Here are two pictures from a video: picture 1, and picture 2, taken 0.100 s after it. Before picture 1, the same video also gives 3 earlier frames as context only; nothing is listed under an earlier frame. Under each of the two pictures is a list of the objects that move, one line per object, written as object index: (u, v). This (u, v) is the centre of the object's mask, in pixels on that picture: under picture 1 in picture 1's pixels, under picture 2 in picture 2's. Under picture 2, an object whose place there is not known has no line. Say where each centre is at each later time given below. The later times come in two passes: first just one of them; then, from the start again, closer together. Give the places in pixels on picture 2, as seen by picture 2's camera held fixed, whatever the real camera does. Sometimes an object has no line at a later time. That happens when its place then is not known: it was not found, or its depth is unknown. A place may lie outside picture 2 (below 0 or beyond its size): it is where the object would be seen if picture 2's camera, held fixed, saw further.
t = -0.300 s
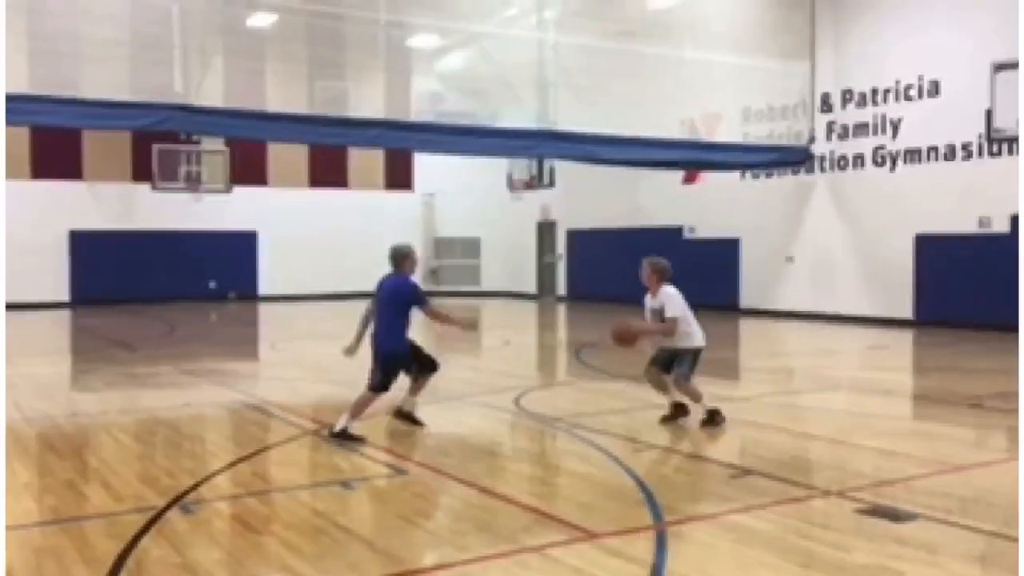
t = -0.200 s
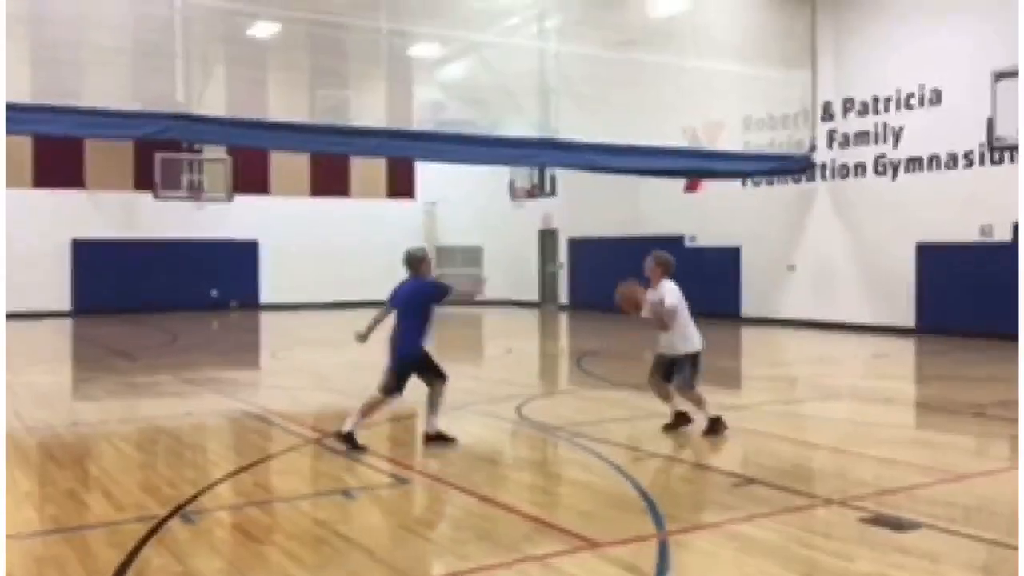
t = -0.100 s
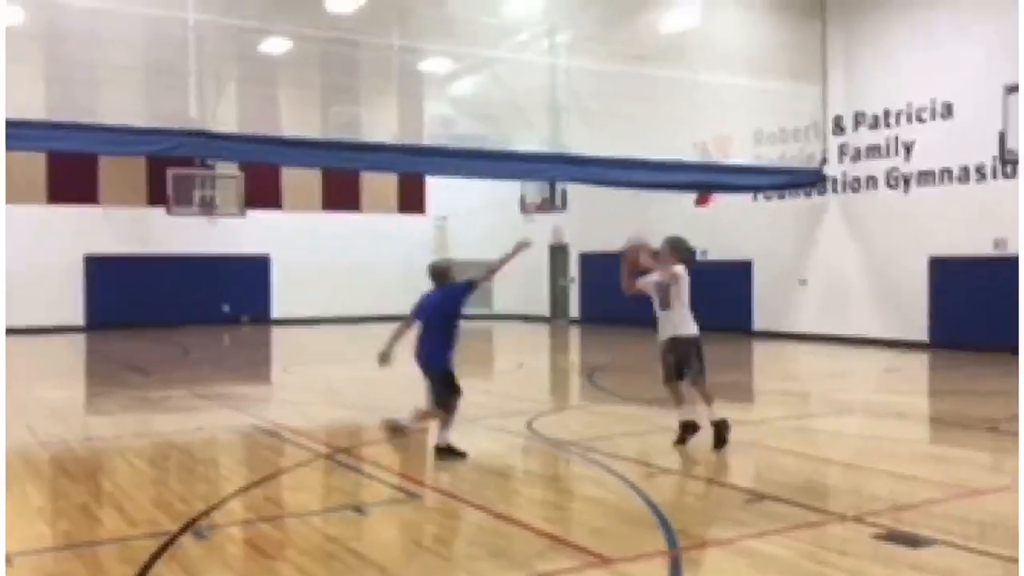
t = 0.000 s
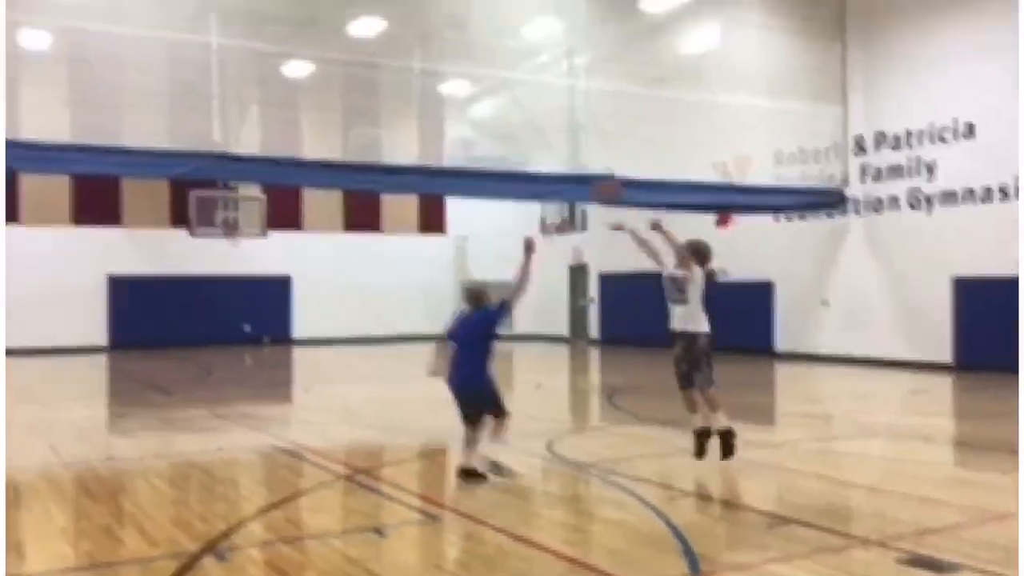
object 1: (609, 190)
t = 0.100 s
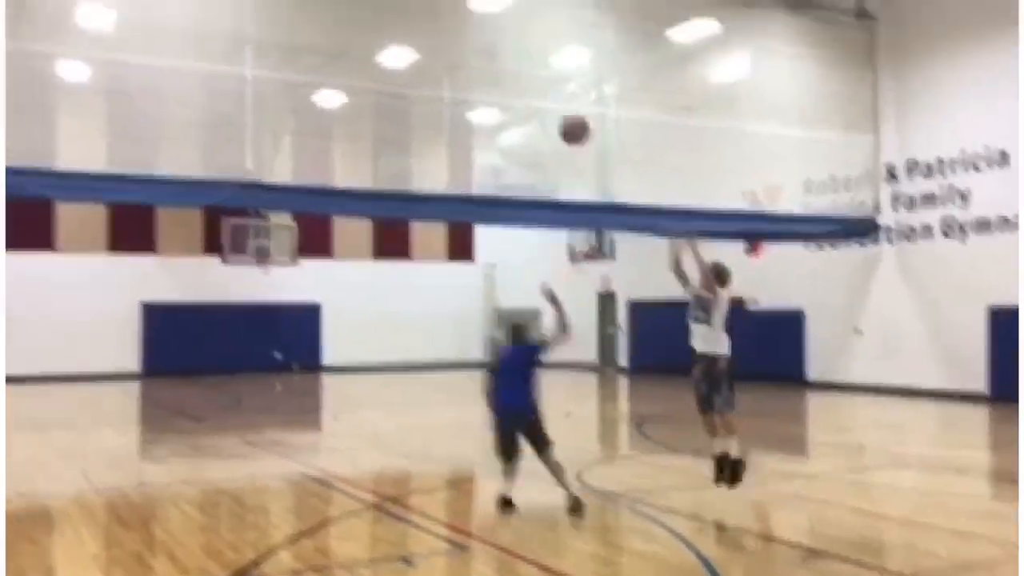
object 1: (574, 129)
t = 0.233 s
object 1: (491, 32)
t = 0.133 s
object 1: (554, 103)
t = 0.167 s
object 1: (533, 79)
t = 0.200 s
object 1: (512, 54)
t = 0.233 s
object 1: (491, 32)
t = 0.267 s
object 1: (471, 12)
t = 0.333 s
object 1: (428, -24)
